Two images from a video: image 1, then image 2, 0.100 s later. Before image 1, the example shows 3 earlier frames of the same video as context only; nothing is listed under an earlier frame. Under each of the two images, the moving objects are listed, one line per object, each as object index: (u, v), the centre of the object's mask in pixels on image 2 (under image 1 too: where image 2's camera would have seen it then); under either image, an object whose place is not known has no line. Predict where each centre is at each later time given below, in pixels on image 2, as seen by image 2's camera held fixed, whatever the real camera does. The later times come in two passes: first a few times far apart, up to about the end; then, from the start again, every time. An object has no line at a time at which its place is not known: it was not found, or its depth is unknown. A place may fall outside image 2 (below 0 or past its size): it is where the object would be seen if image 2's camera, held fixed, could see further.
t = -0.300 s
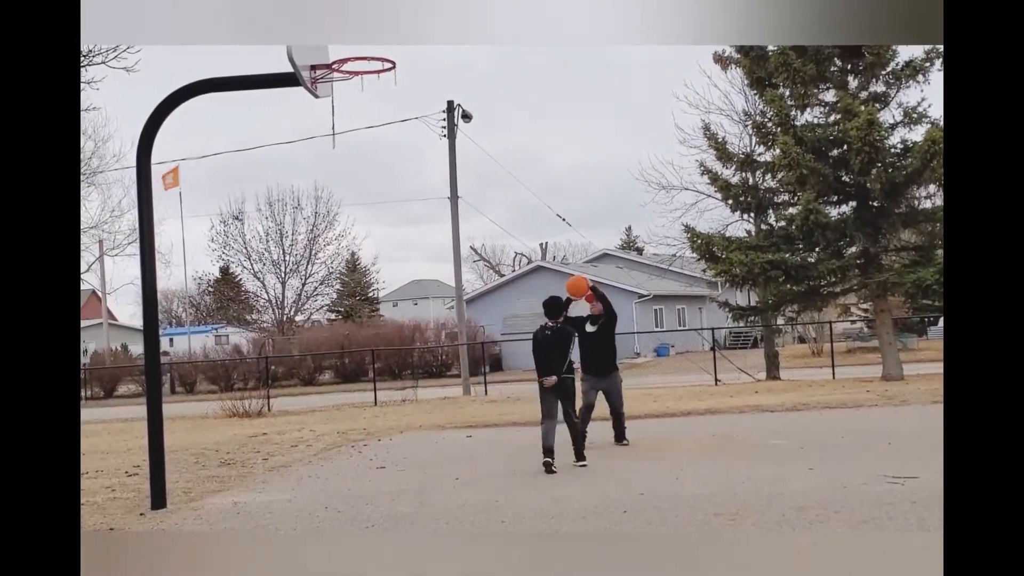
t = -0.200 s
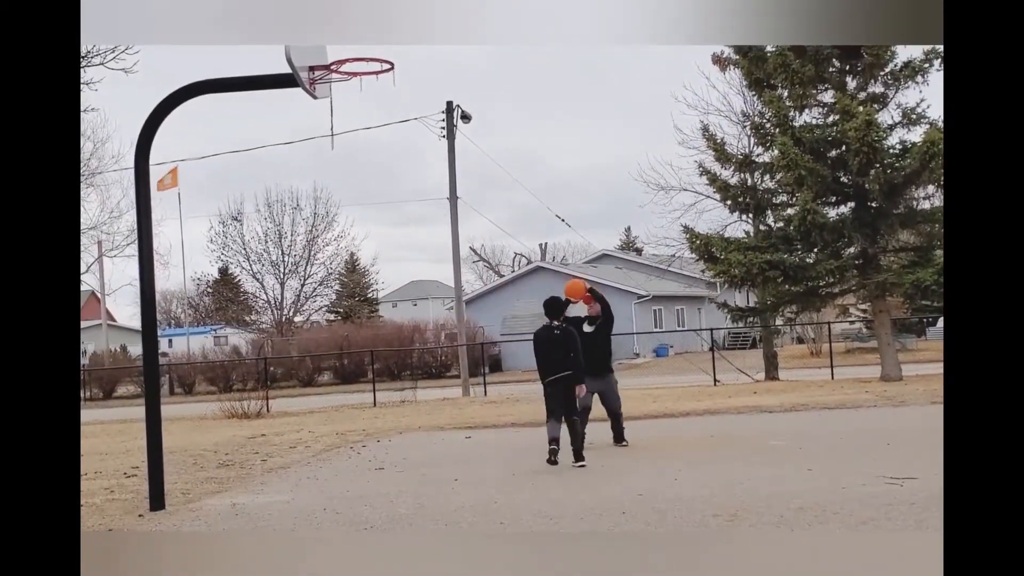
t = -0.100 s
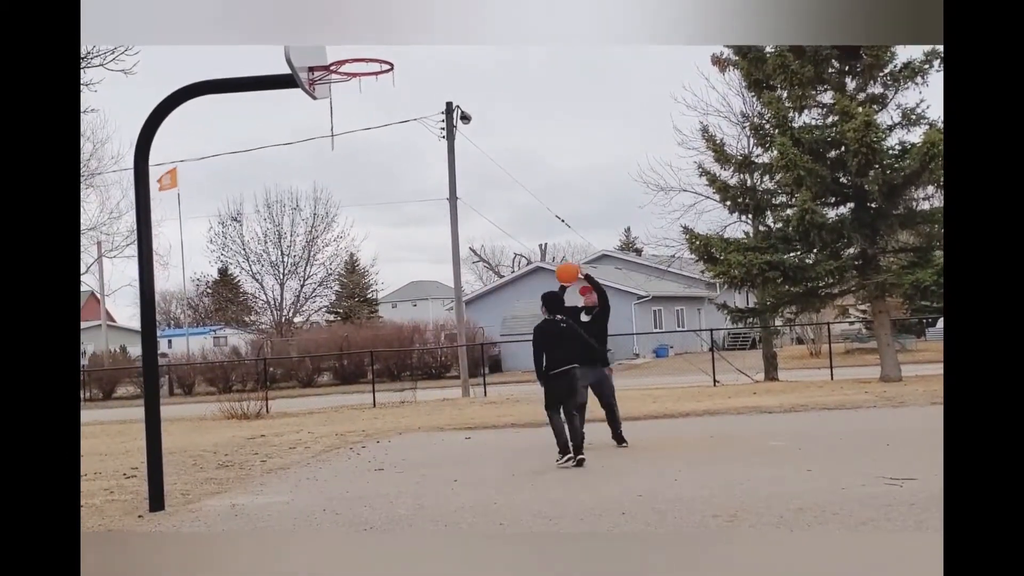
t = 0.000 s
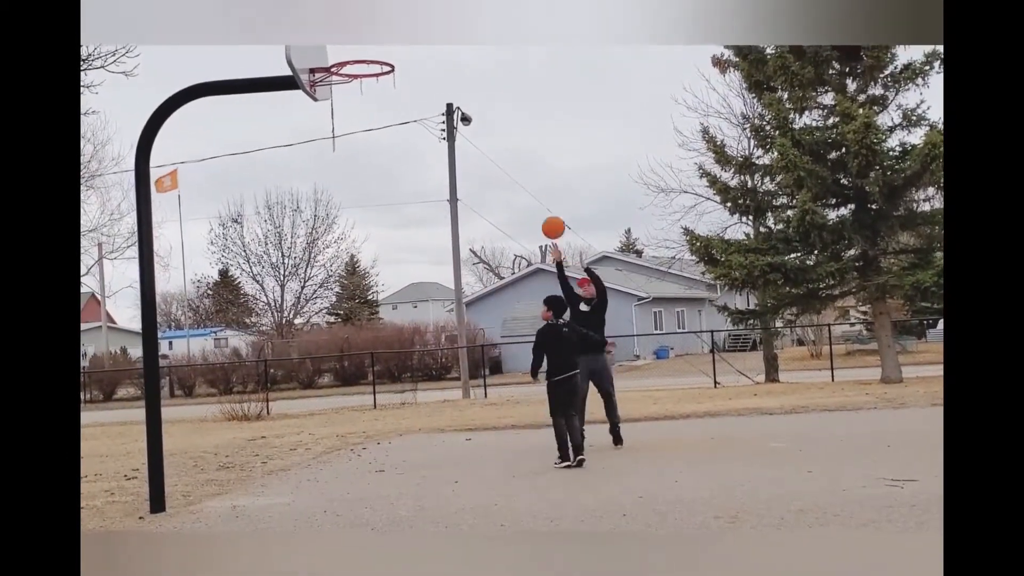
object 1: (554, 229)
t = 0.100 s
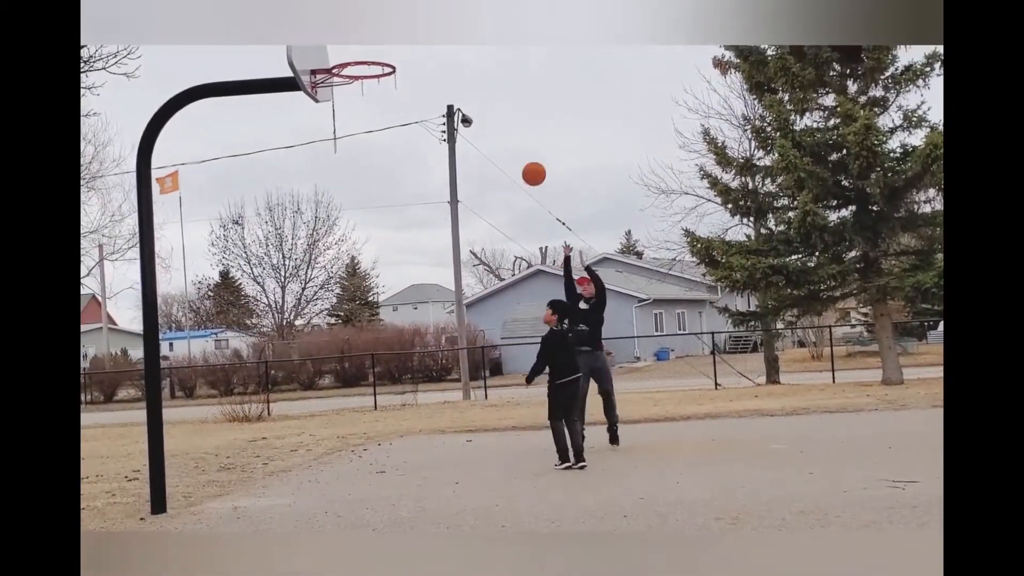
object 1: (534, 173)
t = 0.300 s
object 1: (492, 85)
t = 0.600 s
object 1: (420, 34)
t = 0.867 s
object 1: (350, 52)
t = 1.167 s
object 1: (443, 49)
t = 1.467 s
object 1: (573, 154)
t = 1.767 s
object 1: (719, 398)
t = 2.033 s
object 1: (799, 343)
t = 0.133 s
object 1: (527, 157)
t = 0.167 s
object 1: (520, 141)
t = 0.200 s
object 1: (513, 125)
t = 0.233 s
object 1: (506, 111)
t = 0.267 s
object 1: (499, 98)
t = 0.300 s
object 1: (492, 85)
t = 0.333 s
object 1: (484, 74)
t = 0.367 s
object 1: (476, 63)
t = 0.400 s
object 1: (468, 54)
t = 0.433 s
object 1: (461, 47)
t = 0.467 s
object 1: (453, 43)
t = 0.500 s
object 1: (445, 40)
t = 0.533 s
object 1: (437, 37)
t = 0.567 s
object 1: (428, 36)
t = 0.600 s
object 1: (420, 34)
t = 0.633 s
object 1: (412, 33)
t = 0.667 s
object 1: (403, 32)
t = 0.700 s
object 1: (395, 31)
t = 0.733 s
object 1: (386, 30)
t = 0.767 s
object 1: (377, 31)
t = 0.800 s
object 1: (368, 36)
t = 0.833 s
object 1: (359, 43)
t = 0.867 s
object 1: (350, 52)
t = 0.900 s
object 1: (342, 62)
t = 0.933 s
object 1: (352, 57)
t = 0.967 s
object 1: (364, 51)
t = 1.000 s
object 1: (377, 47)
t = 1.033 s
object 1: (390, 45)
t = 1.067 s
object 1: (403, 43)
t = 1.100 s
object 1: (416, 44)
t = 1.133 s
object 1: (429, 46)
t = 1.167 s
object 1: (443, 49)
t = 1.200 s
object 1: (456, 54)
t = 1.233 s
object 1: (470, 61)
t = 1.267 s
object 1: (484, 69)
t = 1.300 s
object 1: (498, 79)
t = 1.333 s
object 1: (513, 91)
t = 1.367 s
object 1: (527, 104)
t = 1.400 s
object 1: (542, 119)
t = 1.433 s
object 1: (557, 136)
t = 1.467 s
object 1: (573, 154)
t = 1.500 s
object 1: (588, 174)
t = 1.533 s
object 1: (603, 196)
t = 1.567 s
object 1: (619, 219)
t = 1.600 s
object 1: (635, 244)
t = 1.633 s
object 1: (651, 271)
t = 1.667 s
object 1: (668, 300)
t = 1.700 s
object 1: (685, 330)
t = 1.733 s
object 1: (701, 363)
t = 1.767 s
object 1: (719, 398)
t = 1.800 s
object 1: (736, 434)
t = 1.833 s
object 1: (753, 458)
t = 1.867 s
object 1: (764, 459)
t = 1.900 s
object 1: (771, 444)
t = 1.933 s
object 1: (778, 417)
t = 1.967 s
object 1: (785, 391)
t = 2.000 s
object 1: (792, 366)
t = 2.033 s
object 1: (799, 343)
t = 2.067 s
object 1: (807, 322)
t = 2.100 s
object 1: (815, 303)
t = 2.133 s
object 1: (823, 285)
